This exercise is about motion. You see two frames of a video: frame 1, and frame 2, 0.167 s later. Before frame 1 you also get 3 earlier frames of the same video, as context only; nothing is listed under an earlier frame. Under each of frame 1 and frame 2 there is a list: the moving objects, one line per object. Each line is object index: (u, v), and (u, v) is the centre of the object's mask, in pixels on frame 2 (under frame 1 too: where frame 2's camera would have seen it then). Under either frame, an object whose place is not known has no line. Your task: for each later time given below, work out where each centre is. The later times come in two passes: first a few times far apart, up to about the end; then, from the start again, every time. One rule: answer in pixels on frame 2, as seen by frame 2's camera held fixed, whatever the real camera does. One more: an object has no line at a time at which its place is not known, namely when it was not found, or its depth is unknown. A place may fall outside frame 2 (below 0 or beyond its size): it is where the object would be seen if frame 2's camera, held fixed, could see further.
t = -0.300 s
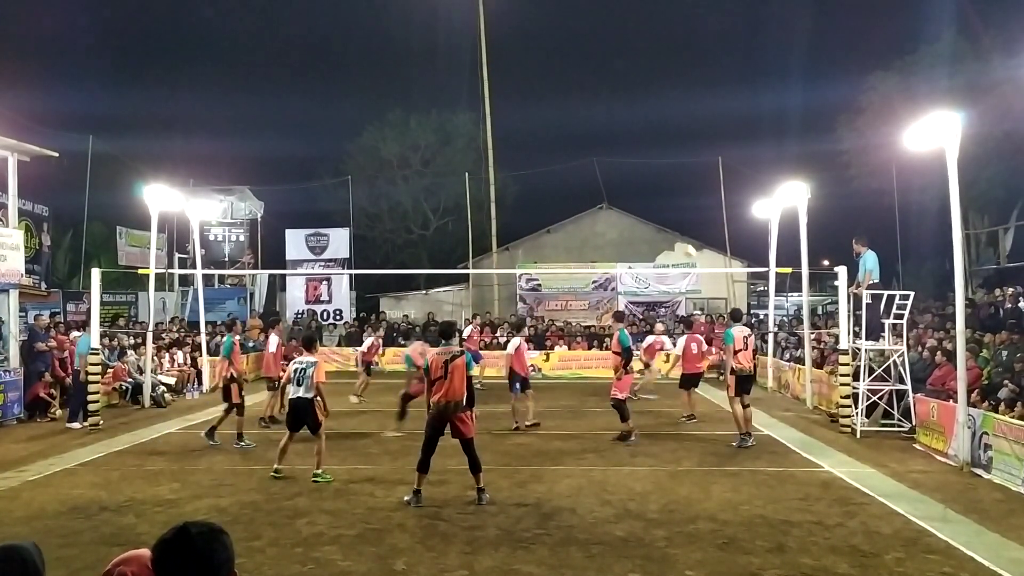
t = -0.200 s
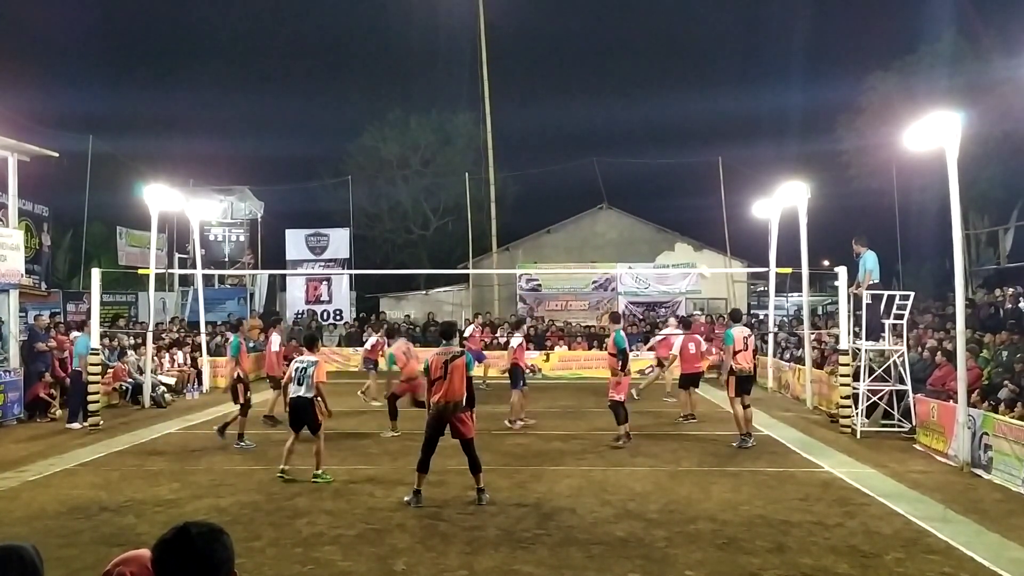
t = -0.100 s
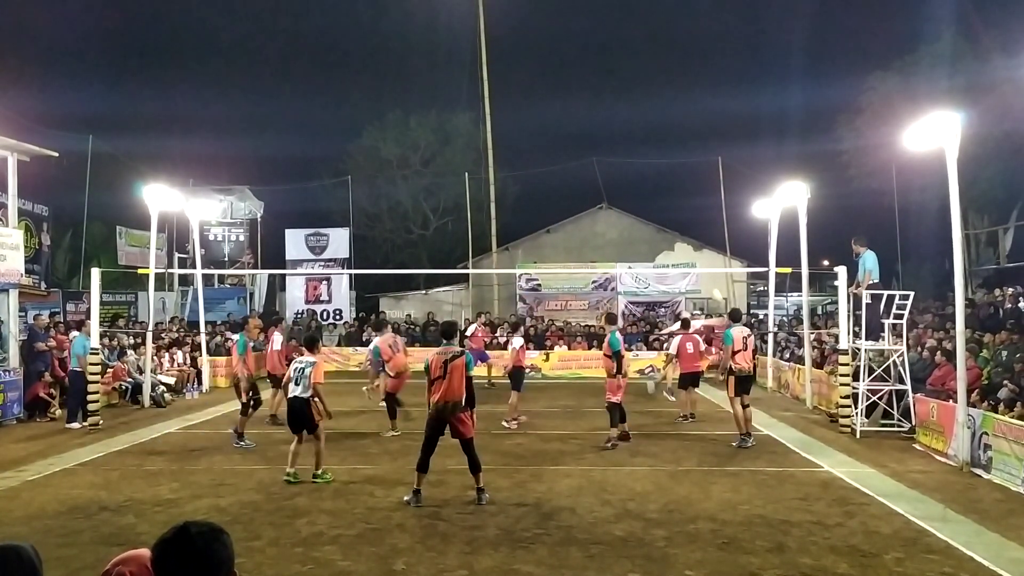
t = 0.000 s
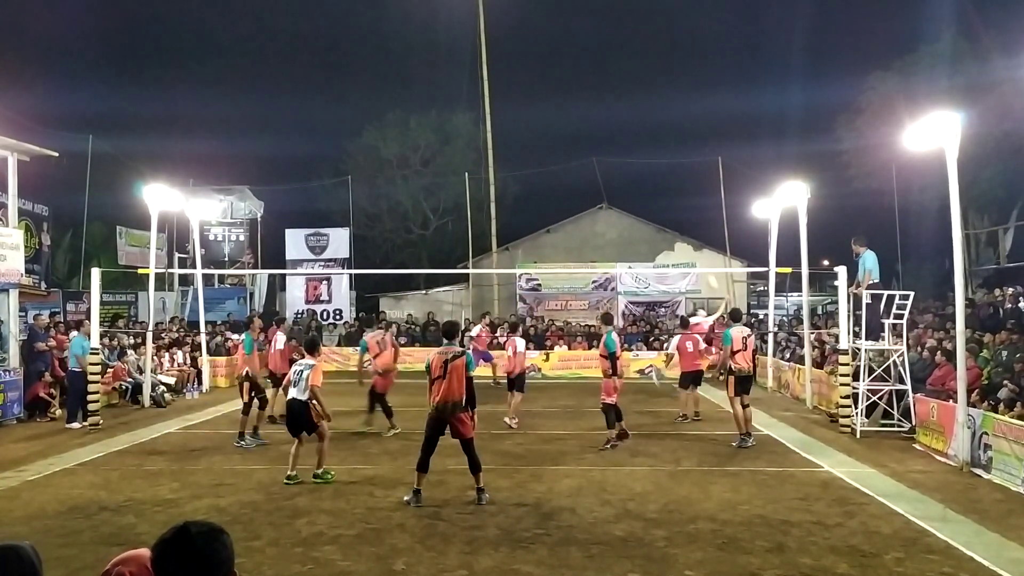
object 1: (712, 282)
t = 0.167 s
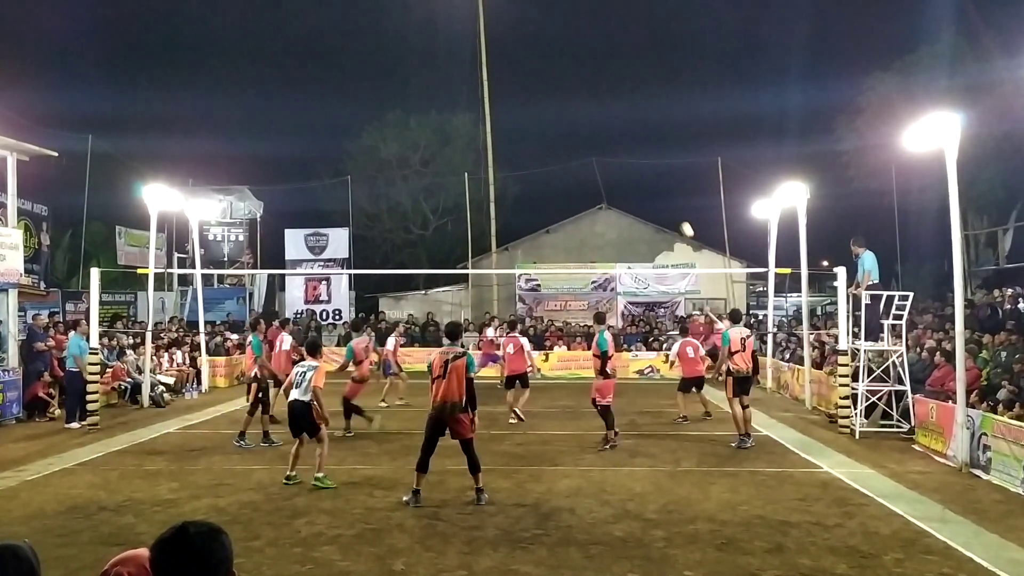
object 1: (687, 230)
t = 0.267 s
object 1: (672, 204)
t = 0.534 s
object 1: (633, 160)
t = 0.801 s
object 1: (595, 151)
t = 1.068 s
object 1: (559, 175)
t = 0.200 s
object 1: (682, 221)
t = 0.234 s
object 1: (677, 212)
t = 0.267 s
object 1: (672, 204)
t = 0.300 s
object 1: (667, 197)
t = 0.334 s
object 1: (662, 190)
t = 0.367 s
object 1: (657, 184)
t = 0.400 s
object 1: (652, 178)
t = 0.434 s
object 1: (647, 173)
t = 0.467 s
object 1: (643, 168)
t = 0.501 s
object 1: (638, 164)
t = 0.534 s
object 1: (633, 160)
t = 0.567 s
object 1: (628, 157)
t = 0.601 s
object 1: (623, 155)
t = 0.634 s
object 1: (618, 153)
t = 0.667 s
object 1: (614, 152)
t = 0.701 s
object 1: (609, 151)
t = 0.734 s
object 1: (604, 150)
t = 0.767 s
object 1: (600, 150)
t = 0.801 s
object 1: (595, 151)
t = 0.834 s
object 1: (590, 152)
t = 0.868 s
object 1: (586, 154)
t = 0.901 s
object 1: (581, 156)
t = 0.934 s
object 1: (577, 159)
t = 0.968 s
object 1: (572, 162)
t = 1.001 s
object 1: (568, 166)
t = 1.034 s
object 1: (563, 170)
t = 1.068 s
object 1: (559, 175)
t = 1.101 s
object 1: (554, 181)
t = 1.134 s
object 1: (550, 186)
